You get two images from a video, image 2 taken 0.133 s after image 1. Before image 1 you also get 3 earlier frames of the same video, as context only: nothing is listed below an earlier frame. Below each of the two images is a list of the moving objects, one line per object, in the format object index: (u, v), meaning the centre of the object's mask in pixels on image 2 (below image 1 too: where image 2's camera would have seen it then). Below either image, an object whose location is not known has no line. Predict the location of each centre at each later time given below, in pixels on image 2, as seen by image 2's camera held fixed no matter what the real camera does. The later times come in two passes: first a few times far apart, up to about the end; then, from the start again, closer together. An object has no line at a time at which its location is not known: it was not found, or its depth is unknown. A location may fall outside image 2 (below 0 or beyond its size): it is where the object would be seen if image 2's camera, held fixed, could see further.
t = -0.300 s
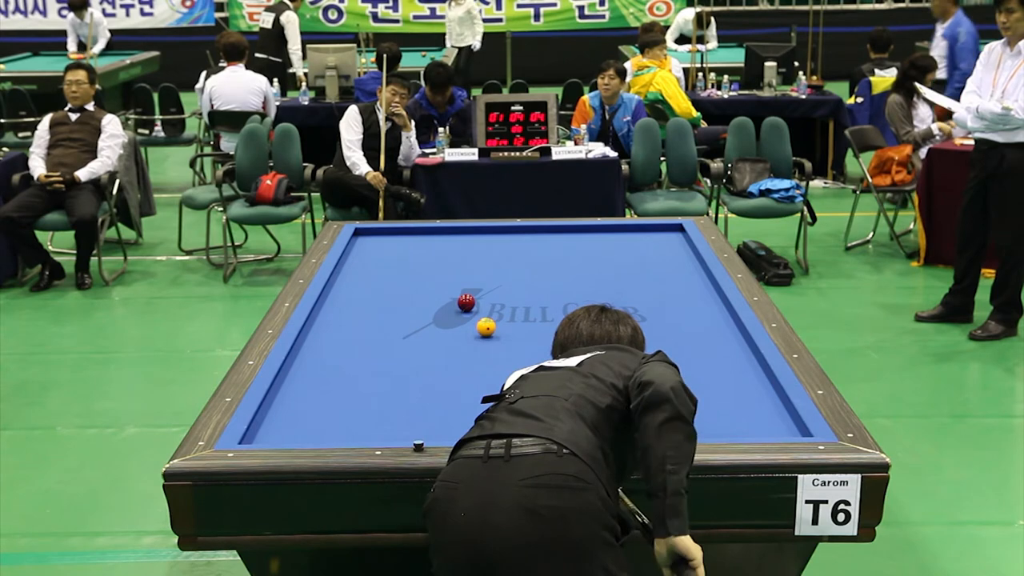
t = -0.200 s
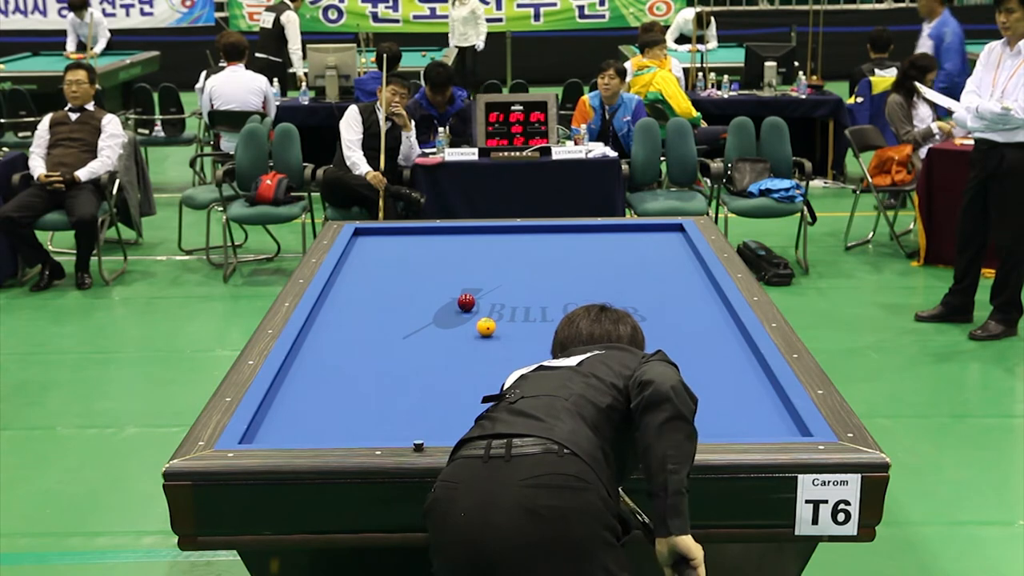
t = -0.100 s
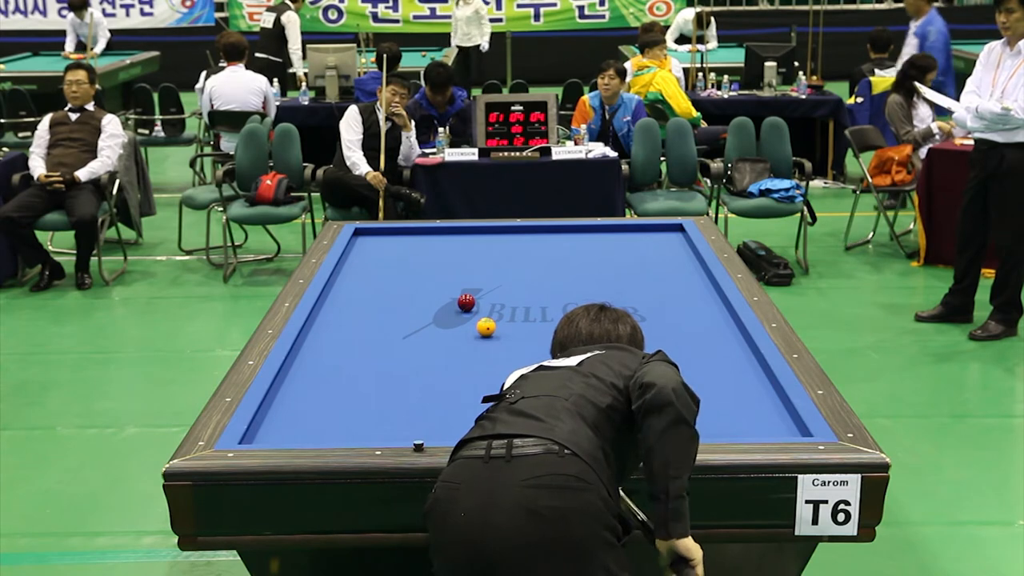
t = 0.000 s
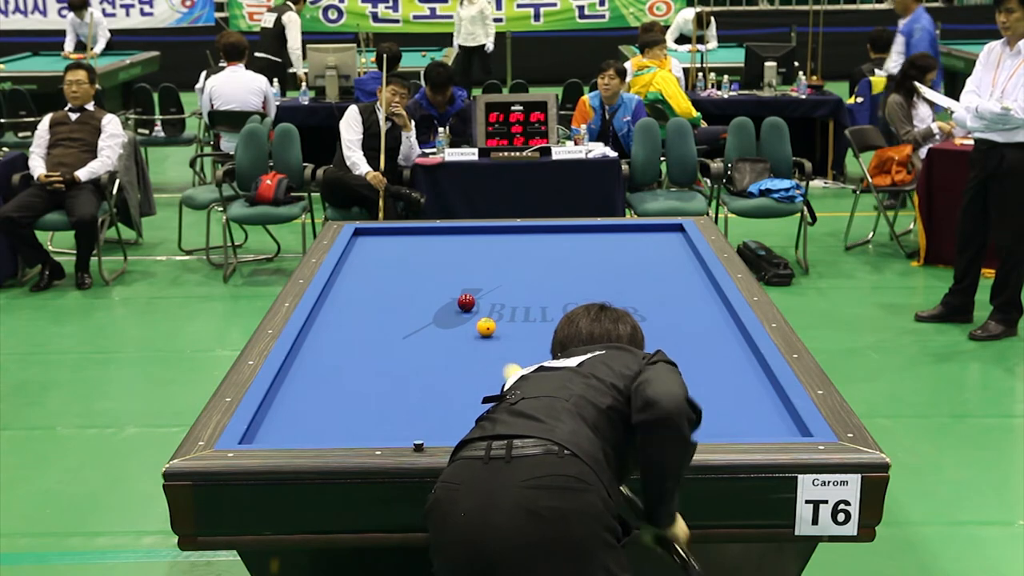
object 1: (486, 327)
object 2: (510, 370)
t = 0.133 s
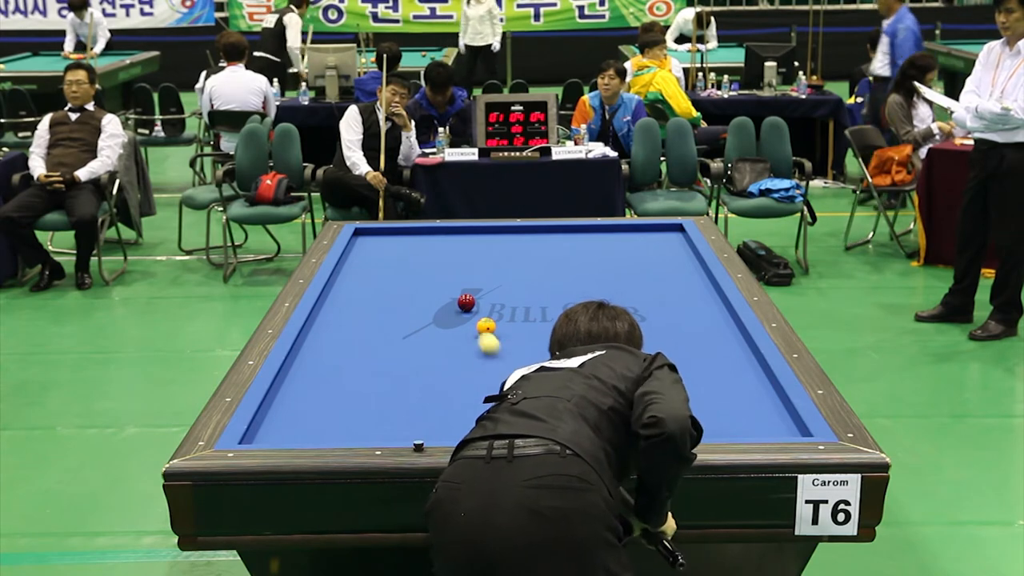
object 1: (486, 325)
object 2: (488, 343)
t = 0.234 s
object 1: (493, 321)
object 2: (464, 330)
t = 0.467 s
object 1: (529, 293)
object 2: (392, 317)
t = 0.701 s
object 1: (554, 274)
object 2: (330, 302)
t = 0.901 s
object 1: (571, 257)
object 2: (361, 293)
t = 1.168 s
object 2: (405, 281)
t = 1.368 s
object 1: (610, 231)
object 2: (437, 273)
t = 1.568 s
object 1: (622, 231)
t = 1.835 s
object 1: (638, 239)
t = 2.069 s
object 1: (653, 247)
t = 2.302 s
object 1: (669, 255)
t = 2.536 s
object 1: (684, 264)
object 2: (587, 234)
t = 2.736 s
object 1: (699, 271)
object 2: (609, 229)
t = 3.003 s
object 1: (703, 281)
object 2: (638, 229)
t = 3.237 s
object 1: (701, 289)
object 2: (664, 232)
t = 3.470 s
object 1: (700, 298)
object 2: (676, 236)
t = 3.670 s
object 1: (698, 305)
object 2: (665, 240)
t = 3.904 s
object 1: (697, 314)
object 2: (652, 244)
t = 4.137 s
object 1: (695, 323)
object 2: (639, 248)
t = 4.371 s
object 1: (694, 333)
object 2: (626, 252)
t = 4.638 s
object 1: (693, 344)
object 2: (611, 256)
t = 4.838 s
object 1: (691, 352)
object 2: (600, 260)
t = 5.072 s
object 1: (690, 363)
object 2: (588, 264)
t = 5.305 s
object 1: (689, 373)
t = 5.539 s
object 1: (687, 384)
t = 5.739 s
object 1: (686, 393)
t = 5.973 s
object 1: (685, 404)
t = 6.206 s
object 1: (683, 415)
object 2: (527, 283)
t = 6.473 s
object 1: (682, 427)
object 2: (513, 287)
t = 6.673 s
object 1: (679, 432)
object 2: (503, 290)
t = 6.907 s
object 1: (673, 428)
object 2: (493, 293)
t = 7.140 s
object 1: (667, 424)
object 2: (482, 297)
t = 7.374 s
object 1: (662, 418)
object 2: (476, 297)
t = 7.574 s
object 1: (657, 413)
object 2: (473, 298)
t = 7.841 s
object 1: (652, 407)
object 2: (471, 298)
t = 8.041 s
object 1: (648, 403)
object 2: (470, 298)
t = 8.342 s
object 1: (643, 397)
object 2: (469, 298)
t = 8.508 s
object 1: (640, 394)
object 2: (469, 298)
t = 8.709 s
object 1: (638, 391)
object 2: (469, 298)
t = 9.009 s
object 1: (634, 386)
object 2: (469, 298)
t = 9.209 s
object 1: (632, 384)
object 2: (469, 298)
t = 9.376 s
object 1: (630, 382)
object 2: (469, 298)
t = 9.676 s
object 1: (627, 379)
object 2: (469, 298)
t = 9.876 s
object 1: (625, 377)
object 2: (469, 298)
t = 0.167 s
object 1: (487, 324)
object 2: (483, 337)
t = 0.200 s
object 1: (490, 323)
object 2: (476, 332)
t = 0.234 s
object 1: (493, 321)
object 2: (464, 330)
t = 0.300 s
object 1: (505, 311)
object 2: (442, 327)
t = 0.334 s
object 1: (511, 307)
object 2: (430, 325)
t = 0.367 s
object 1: (516, 303)
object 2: (421, 323)
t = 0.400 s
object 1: (521, 300)
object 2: (410, 321)
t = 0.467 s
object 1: (529, 293)
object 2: (392, 317)
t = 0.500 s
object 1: (533, 290)
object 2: (383, 315)
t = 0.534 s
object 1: (537, 287)
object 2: (373, 313)
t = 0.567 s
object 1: (540, 285)
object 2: (365, 311)
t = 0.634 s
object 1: (547, 279)
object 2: (347, 307)
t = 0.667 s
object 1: (550, 277)
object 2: (338, 304)
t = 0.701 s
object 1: (554, 274)
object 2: (330, 302)
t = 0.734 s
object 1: (557, 272)
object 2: (326, 301)
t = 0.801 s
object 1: (563, 267)
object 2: (341, 298)
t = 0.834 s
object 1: (566, 264)
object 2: (349, 296)
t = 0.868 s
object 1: (569, 261)
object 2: (355, 294)
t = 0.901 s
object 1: (571, 257)
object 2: (361, 293)
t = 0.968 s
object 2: (372, 290)
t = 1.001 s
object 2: (378, 289)
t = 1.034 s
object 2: (384, 287)
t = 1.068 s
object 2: (389, 286)
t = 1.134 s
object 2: (400, 283)
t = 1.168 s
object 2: (405, 281)
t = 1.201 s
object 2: (411, 280)
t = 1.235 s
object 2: (416, 278)
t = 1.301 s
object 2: (427, 276)
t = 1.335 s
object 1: (609, 232)
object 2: (432, 274)
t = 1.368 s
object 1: (610, 231)
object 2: (437, 273)
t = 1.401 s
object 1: (612, 229)
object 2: (442, 272)
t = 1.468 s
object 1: (617, 226)
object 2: (451, 269)
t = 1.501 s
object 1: (619, 228)
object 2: (456, 267)
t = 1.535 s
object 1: (621, 229)
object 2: (458, 264)
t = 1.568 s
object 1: (622, 231)
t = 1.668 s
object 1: (628, 234)
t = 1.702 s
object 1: (630, 235)
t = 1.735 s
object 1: (632, 236)
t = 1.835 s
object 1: (638, 239)
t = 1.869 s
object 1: (641, 241)
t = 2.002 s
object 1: (649, 245)
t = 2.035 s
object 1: (651, 246)
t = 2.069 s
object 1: (653, 247)
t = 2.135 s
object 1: (658, 250)
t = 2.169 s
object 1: (660, 251)
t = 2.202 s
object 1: (662, 252)
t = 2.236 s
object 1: (664, 253)
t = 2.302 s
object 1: (669, 255)
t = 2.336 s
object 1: (671, 256)
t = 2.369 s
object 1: (673, 258)
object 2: (575, 237)
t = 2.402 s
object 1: (675, 259)
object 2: (576, 236)
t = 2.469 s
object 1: (680, 261)
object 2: (581, 236)
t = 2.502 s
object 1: (682, 263)
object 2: (584, 235)
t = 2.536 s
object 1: (684, 264)
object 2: (587, 234)
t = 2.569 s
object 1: (687, 265)
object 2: (591, 233)
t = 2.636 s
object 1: (691, 267)
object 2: (598, 231)
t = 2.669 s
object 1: (694, 269)
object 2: (602, 230)
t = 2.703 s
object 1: (696, 270)
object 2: (605, 230)
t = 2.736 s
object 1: (699, 271)
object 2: (609, 229)
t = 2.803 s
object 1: (703, 274)
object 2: (616, 227)
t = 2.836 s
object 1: (704, 275)
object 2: (619, 227)
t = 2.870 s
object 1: (704, 276)
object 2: (623, 227)
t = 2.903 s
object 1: (704, 277)
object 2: (627, 228)
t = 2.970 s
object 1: (703, 280)
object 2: (634, 229)
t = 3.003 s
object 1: (703, 281)
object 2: (638, 229)
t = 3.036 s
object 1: (703, 282)
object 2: (641, 230)
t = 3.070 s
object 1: (702, 283)
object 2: (645, 230)
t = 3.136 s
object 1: (702, 286)
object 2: (653, 231)
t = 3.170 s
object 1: (702, 287)
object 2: (656, 232)
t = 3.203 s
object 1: (702, 288)
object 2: (660, 232)
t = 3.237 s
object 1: (701, 289)
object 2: (664, 232)
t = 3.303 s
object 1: (701, 292)
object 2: (672, 233)
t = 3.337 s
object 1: (700, 293)
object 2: (675, 234)
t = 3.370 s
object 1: (700, 294)
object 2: (679, 234)
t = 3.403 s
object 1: (700, 295)
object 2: (680, 235)
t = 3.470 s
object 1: (700, 298)
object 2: (676, 236)
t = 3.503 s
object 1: (699, 299)
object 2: (674, 237)
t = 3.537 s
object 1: (699, 300)
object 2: (672, 237)
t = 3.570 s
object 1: (699, 302)
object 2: (670, 238)
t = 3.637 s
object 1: (699, 304)
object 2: (667, 239)
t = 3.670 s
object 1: (698, 305)
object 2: (665, 240)
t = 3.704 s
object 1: (698, 306)
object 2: (663, 240)
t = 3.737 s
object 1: (698, 308)
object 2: (661, 241)
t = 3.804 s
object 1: (697, 310)
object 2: (657, 242)
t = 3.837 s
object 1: (697, 312)
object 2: (655, 243)
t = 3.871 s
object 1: (697, 313)
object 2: (654, 243)
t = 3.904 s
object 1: (697, 314)
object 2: (652, 244)
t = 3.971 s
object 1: (697, 317)
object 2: (648, 245)
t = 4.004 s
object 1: (696, 318)
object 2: (646, 246)
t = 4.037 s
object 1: (696, 319)
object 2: (644, 246)
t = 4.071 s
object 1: (696, 321)
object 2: (643, 246)
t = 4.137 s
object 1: (695, 323)
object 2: (639, 248)
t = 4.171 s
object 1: (695, 325)
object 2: (637, 248)
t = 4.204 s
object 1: (695, 326)
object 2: (635, 249)
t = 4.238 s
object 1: (695, 327)
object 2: (633, 249)
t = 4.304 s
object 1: (694, 330)
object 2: (630, 251)
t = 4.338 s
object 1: (694, 331)
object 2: (628, 251)
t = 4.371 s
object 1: (694, 333)
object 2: (626, 252)
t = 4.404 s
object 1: (694, 334)
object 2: (624, 252)
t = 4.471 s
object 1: (694, 337)
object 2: (620, 253)
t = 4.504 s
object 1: (693, 338)
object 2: (618, 254)
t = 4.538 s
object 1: (693, 340)
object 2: (616, 255)
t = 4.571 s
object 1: (693, 341)
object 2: (615, 255)
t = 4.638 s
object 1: (693, 344)
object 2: (611, 256)
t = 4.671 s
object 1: (692, 345)
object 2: (609, 257)
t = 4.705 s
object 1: (692, 347)
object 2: (607, 258)
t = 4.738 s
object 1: (692, 348)
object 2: (605, 258)
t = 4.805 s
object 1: (692, 351)
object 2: (602, 259)
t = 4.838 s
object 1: (691, 352)
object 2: (600, 260)
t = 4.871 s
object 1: (691, 354)
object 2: (598, 260)
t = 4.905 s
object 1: (691, 355)
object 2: (596, 261)
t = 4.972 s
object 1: (691, 358)
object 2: (592, 262)
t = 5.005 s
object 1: (690, 360)
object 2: (591, 263)
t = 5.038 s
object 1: (690, 361)
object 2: (589, 263)
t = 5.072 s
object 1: (690, 363)
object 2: (588, 264)
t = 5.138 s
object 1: (690, 366)
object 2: (586, 264)
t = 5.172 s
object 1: (690, 367)
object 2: (585, 265)
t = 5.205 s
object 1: (689, 368)
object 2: (584, 265)
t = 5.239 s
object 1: (689, 370)
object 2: (584, 265)
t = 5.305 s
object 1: (689, 373)
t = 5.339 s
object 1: (689, 375)
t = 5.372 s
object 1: (688, 376)
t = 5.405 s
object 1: (688, 377)
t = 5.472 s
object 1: (688, 381)
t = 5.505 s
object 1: (688, 382)
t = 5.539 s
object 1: (687, 384)
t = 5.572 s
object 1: (687, 385)
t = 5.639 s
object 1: (687, 388)
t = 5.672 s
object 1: (687, 390)
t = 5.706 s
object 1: (686, 392)
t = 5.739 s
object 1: (686, 393)
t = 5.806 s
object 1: (686, 396)
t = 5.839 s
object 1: (685, 398)
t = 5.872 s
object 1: (685, 399)
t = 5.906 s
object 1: (685, 401)
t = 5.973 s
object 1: (685, 404)
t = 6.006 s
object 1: (685, 406)
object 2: (544, 279)
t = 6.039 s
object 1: (684, 407)
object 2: (541, 280)
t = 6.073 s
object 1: (684, 409)
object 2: (537, 280)
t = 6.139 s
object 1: (684, 412)
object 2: (532, 281)
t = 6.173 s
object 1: (683, 414)
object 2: (529, 282)
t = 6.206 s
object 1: (683, 415)
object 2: (527, 283)
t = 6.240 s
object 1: (683, 417)
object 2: (525, 283)
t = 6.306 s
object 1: (683, 420)
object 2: (522, 284)
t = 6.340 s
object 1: (682, 422)
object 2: (520, 285)
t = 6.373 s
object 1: (682, 423)
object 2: (518, 285)
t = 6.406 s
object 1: (682, 425)
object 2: (517, 286)
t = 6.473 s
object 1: (682, 427)
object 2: (513, 287)
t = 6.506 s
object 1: (681, 428)
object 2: (512, 287)
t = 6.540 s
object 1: (681, 429)
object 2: (510, 288)
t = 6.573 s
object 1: (681, 430)
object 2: (508, 288)
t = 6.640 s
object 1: (680, 432)
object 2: (505, 290)
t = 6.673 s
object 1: (679, 432)
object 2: (503, 290)
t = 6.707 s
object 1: (678, 431)
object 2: (501, 290)
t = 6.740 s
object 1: (678, 431)
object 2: (502, 291)
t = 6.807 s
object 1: (676, 430)
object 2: (497, 292)
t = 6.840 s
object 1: (675, 429)
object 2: (496, 293)
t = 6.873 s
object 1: (674, 429)
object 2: (494, 293)
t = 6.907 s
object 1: (673, 428)
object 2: (493, 293)
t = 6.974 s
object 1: (671, 427)
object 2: (489, 295)
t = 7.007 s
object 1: (670, 426)
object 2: (488, 295)
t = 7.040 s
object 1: (670, 426)
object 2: (486, 295)
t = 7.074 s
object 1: (669, 425)
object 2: (484, 296)
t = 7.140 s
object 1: (667, 424)
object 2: (482, 297)
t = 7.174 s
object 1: (666, 423)
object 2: (481, 297)
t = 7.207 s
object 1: (666, 422)
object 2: (479, 297)
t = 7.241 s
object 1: (665, 421)
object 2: (478, 297)
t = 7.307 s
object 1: (663, 419)
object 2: (477, 297)
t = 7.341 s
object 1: (662, 418)
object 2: (476, 297)
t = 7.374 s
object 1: (662, 418)
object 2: (476, 297)
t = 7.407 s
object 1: (661, 417)
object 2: (476, 297)
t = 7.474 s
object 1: (659, 415)
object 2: (474, 297)
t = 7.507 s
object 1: (658, 414)
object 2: (474, 297)
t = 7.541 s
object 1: (658, 414)
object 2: (473, 297)
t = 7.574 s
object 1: (657, 413)
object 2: (473, 298)
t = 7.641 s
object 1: (655, 411)
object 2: (472, 298)
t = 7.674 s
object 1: (655, 411)
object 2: (472, 298)
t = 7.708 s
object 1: (654, 410)
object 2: (472, 298)
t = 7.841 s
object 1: (652, 407)
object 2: (471, 298)
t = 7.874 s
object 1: (651, 406)
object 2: (470, 298)
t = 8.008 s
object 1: (648, 403)
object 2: (470, 298)
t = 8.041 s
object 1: (648, 403)
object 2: (470, 298)
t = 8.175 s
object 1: (645, 400)
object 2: (469, 298)
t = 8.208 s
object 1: (645, 400)
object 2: (469, 298)
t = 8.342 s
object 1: (643, 397)
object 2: (469, 298)
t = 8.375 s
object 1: (642, 397)
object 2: (469, 298)
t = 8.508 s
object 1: (640, 394)
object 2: (469, 298)
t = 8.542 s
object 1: (640, 394)
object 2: (469, 298)
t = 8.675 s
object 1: (638, 391)
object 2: (469, 298)
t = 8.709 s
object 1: (638, 391)
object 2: (469, 298)
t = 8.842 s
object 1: (636, 389)
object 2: (469, 299)
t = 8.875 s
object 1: (635, 388)
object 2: (469, 299)
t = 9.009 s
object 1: (634, 386)
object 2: (469, 298)
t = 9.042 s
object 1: (633, 386)
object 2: (469, 298)
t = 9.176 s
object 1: (632, 384)
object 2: (469, 298)
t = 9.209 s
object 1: (632, 384)
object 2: (469, 298)
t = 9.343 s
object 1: (630, 382)
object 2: (469, 298)
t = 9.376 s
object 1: (630, 382)
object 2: (469, 298)
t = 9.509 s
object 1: (628, 380)
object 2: (469, 298)
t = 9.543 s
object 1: (628, 380)
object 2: (469, 298)
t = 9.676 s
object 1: (627, 379)
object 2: (469, 298)
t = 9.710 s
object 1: (626, 378)
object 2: (469, 298)
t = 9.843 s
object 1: (625, 377)
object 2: (469, 298)
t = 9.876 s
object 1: (625, 377)
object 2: (469, 298)
